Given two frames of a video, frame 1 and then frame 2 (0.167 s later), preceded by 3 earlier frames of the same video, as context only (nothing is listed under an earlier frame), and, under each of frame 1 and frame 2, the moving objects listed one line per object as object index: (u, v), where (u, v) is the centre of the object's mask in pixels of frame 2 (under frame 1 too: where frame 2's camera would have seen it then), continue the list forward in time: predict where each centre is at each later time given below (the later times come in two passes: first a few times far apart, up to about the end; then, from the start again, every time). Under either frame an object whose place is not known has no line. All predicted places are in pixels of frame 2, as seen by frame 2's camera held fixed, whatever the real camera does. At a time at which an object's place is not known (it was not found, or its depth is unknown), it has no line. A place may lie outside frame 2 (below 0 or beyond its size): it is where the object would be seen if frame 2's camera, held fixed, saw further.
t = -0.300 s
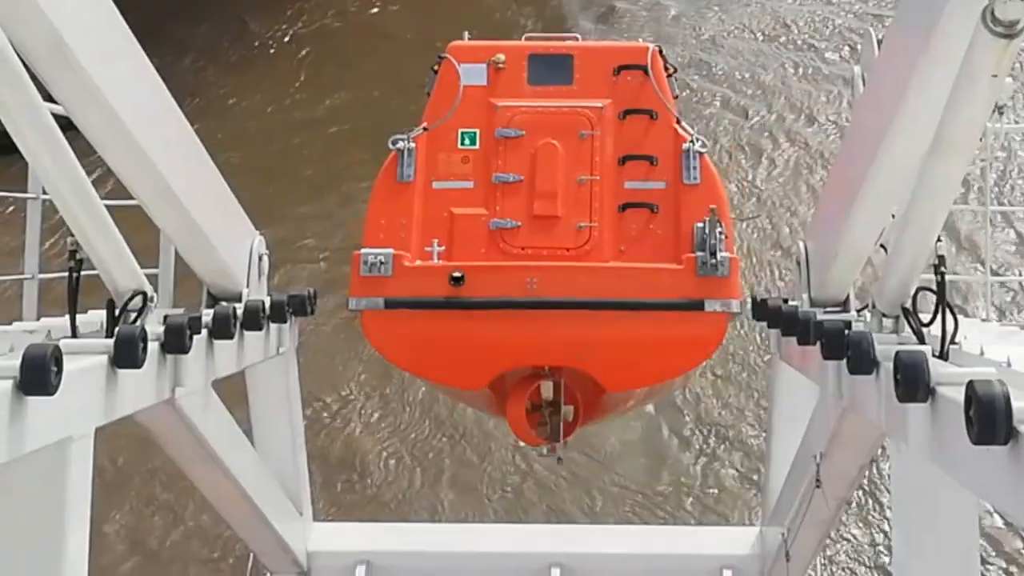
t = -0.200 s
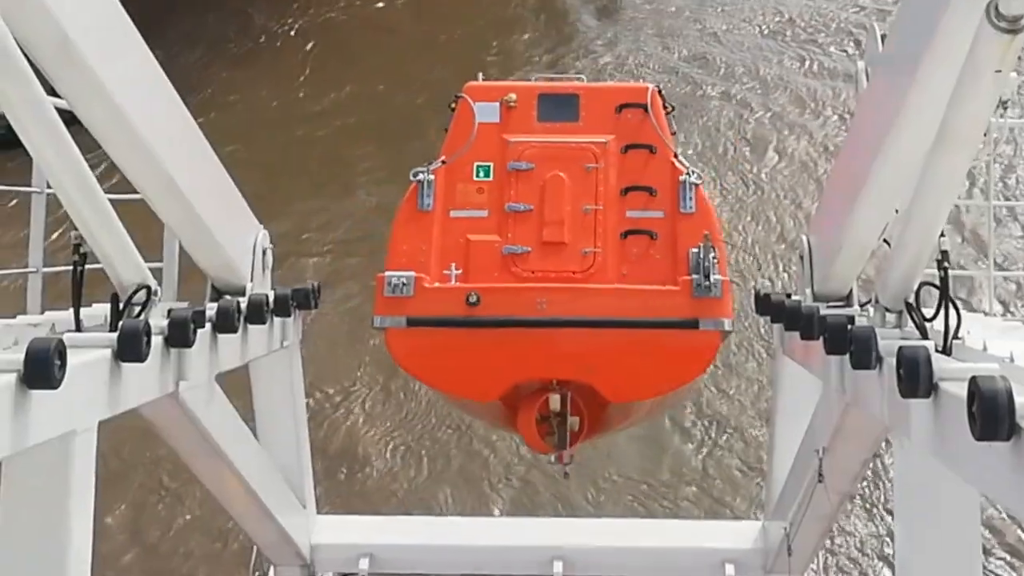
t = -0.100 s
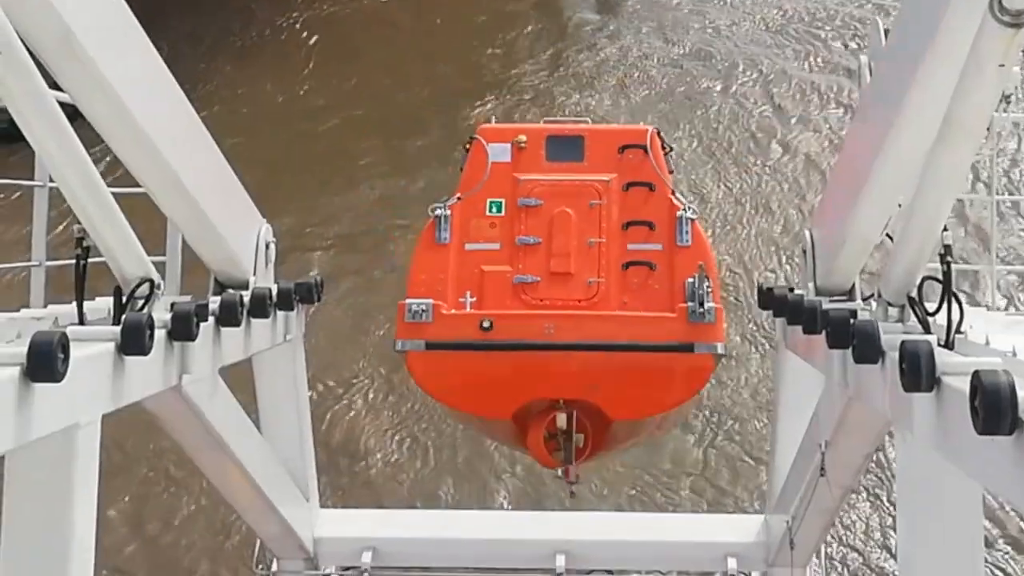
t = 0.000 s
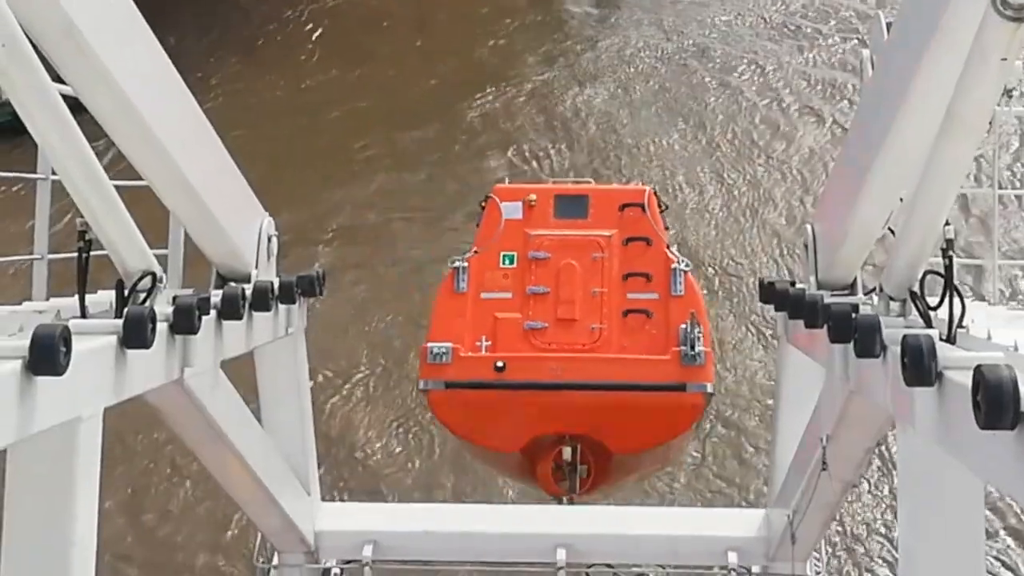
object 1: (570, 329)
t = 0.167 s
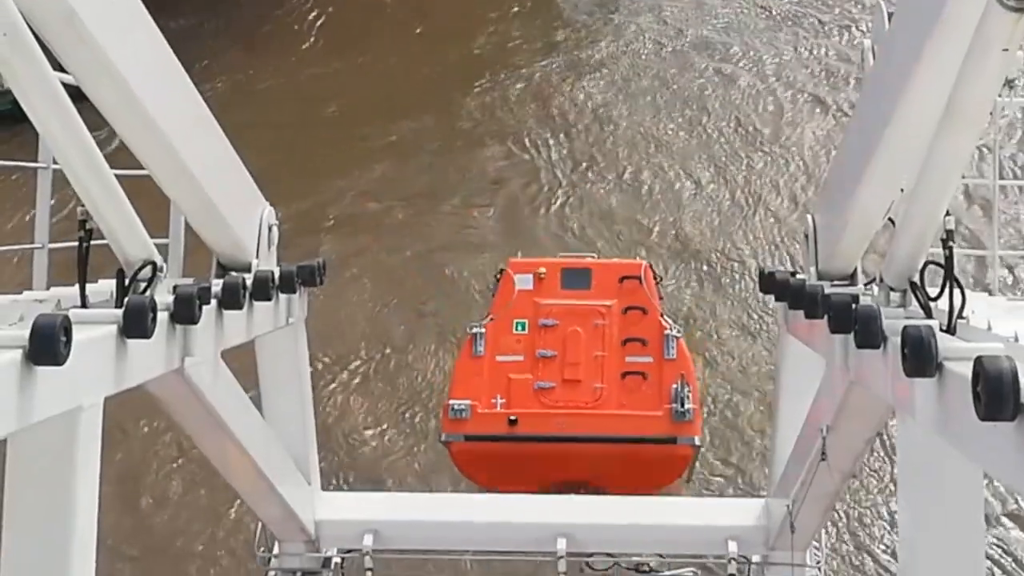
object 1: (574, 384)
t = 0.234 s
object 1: (575, 402)
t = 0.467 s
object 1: (582, 454)
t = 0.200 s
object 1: (574, 393)
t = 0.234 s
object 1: (575, 402)
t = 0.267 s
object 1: (576, 410)
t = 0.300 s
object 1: (577, 418)
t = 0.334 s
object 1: (578, 426)
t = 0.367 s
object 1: (579, 433)
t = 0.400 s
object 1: (578, 470)
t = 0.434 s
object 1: (576, 479)
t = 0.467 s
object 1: (582, 454)
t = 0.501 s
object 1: (583, 461)
